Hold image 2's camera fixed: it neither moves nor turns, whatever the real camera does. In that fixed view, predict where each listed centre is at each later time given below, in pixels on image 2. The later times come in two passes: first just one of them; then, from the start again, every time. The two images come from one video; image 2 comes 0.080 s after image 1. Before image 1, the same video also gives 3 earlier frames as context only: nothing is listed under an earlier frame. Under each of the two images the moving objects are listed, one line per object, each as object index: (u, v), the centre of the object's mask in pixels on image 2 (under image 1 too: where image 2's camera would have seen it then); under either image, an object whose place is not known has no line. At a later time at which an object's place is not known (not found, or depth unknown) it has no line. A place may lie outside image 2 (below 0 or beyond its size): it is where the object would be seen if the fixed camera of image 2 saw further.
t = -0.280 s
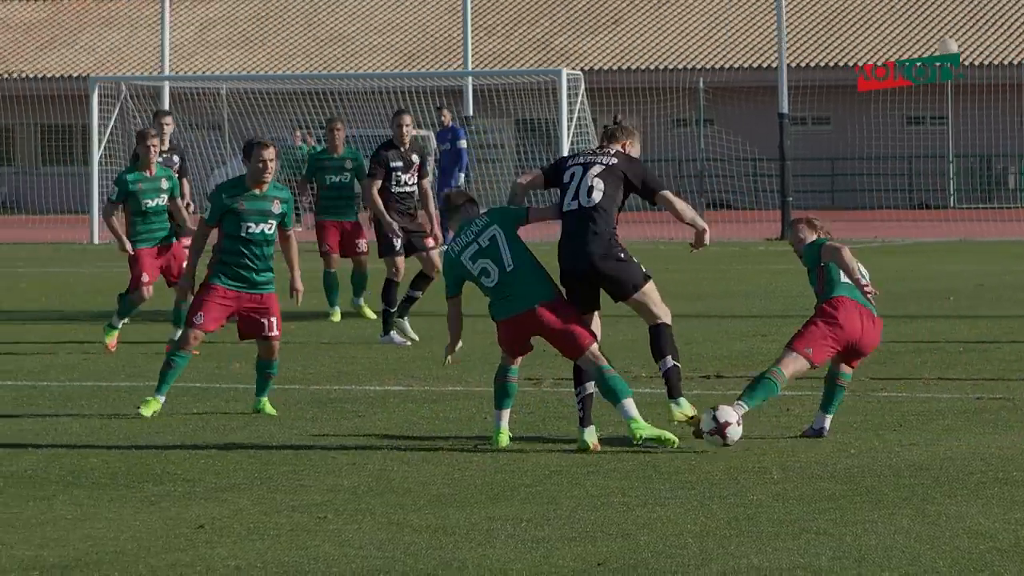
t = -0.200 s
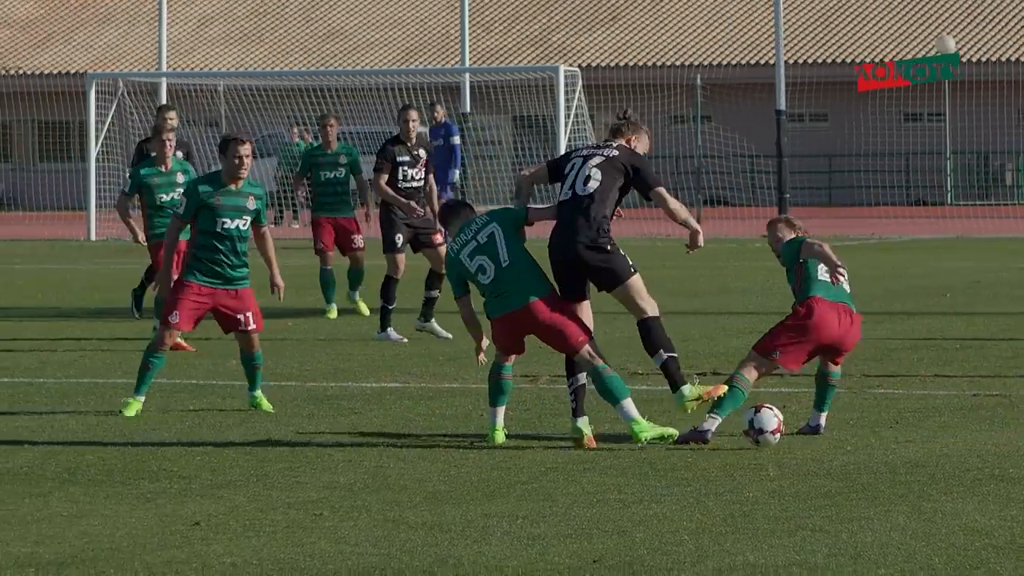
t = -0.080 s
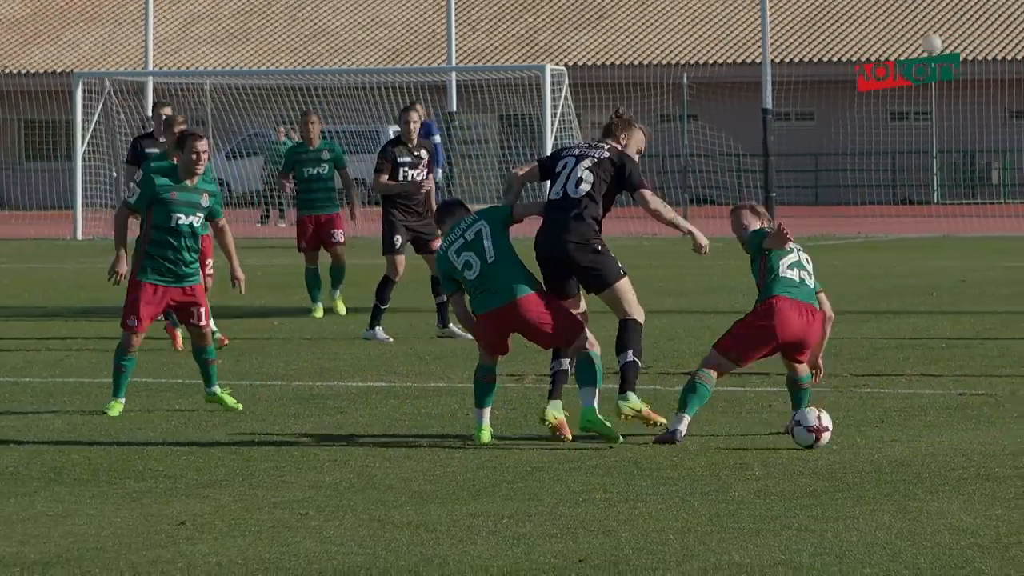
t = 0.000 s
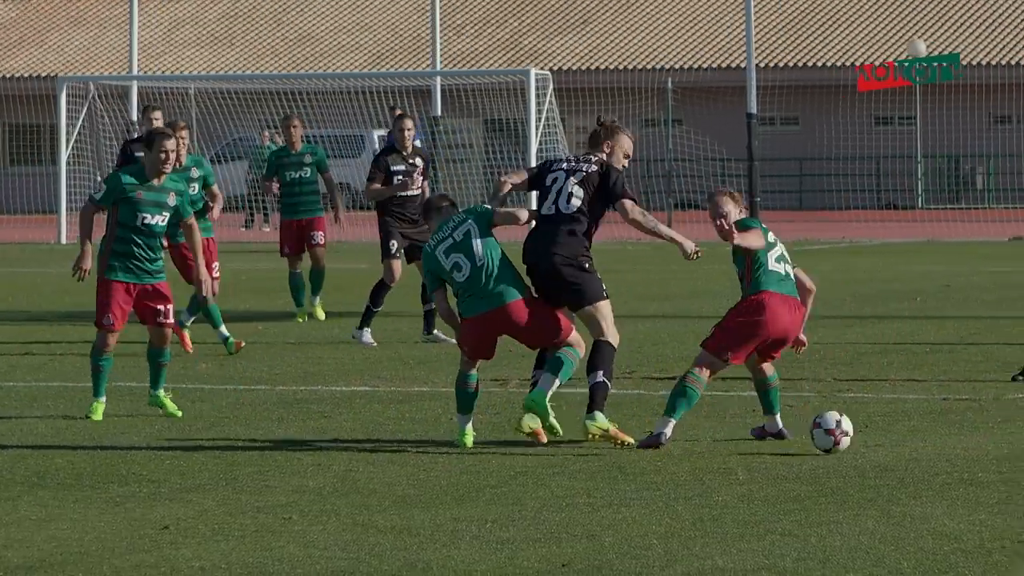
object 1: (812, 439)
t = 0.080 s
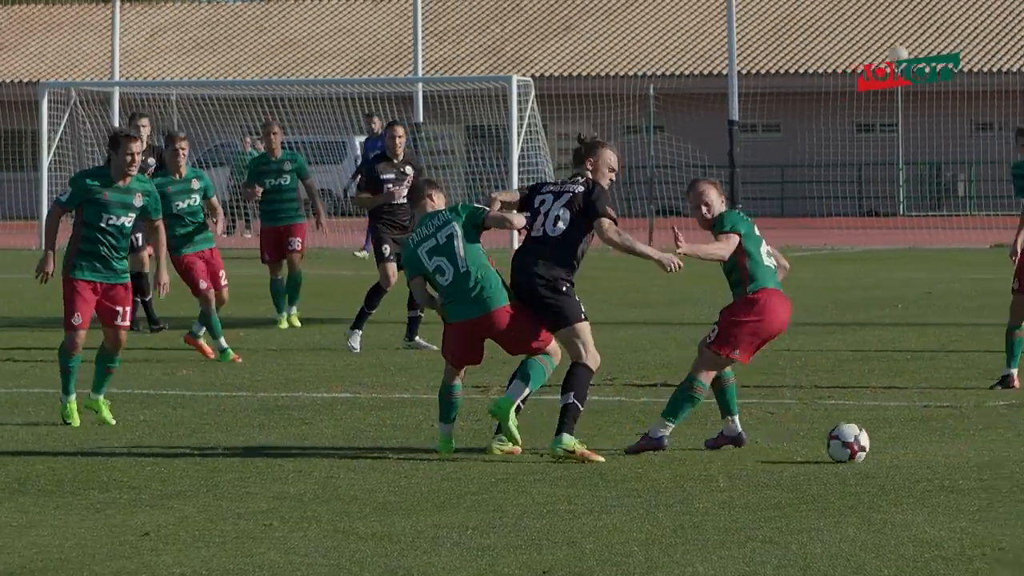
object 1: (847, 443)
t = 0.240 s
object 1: (902, 445)
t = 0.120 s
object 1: (861, 441)
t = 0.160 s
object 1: (876, 442)
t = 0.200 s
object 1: (890, 443)
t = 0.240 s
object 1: (902, 445)
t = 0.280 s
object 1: (914, 444)
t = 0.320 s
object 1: (924, 444)
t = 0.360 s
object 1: (935, 446)
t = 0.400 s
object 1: (943, 446)
